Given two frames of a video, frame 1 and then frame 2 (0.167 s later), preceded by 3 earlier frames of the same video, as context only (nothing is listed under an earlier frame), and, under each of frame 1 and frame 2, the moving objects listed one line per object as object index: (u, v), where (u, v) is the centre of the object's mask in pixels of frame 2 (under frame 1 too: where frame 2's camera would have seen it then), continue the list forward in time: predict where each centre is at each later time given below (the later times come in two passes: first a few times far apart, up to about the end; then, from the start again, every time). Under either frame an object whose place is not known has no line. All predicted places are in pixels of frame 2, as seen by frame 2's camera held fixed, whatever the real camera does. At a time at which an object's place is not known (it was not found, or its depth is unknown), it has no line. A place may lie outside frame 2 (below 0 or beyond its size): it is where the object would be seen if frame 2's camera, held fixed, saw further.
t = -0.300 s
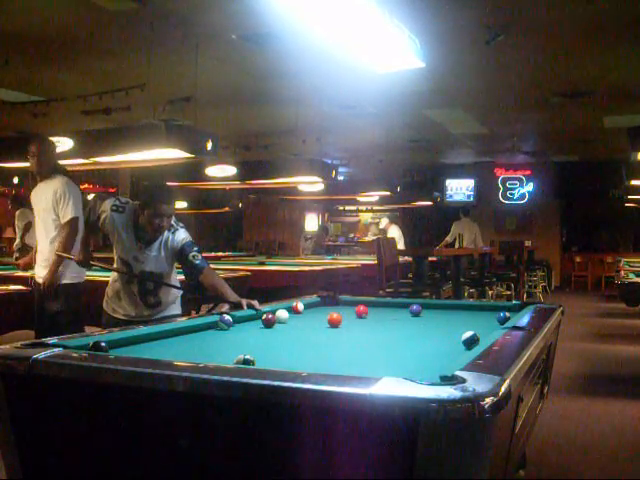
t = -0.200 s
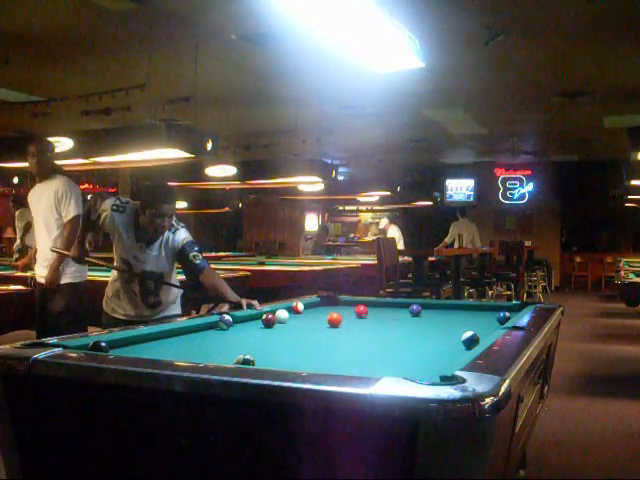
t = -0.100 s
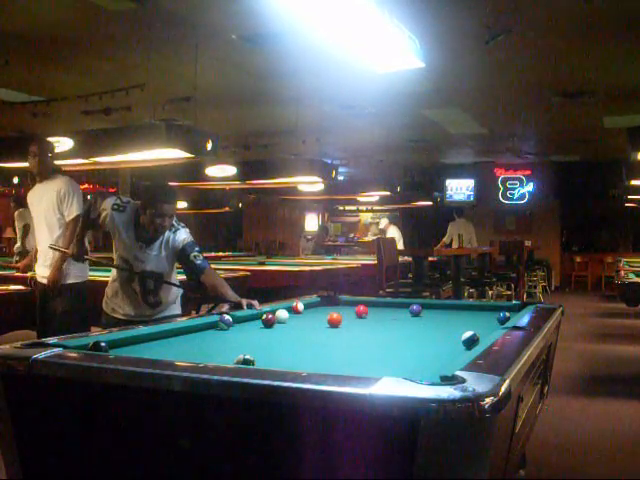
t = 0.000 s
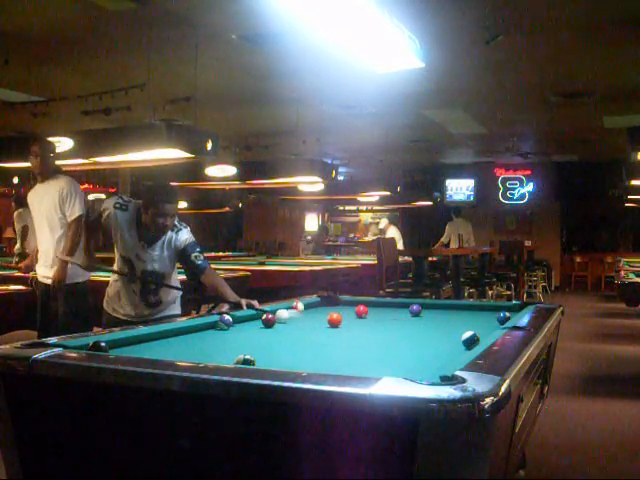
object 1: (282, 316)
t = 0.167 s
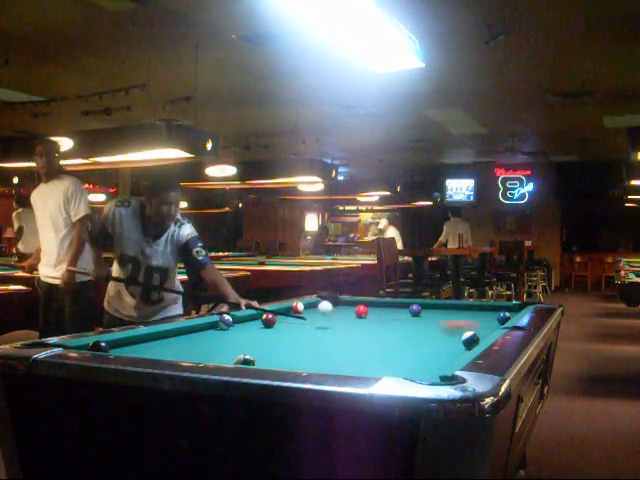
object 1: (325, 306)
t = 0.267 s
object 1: (330, 319)
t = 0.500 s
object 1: (350, 325)
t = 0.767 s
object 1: (373, 328)
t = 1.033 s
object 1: (398, 332)
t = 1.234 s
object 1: (416, 335)
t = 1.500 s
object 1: (440, 338)
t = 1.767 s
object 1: (458, 342)
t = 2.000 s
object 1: (466, 343)
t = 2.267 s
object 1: (465, 345)
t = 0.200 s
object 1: (326, 311)
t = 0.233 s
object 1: (327, 319)
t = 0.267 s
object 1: (330, 319)
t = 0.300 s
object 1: (332, 319)
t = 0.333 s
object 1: (335, 322)
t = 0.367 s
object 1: (338, 322)
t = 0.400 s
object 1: (341, 323)
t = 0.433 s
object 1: (344, 324)
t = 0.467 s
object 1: (347, 324)
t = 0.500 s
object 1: (350, 325)
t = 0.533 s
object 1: (353, 325)
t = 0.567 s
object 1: (356, 326)
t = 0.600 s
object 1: (359, 326)
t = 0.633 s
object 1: (362, 326)
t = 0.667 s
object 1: (365, 327)
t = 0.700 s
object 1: (368, 328)
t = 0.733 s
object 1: (370, 328)
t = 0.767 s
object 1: (373, 328)
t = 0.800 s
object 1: (377, 329)
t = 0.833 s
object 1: (379, 329)
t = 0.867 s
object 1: (383, 330)
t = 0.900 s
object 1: (385, 330)
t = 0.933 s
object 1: (389, 330)
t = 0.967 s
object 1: (392, 331)
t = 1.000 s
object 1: (395, 331)
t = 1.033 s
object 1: (398, 332)
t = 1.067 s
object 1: (401, 332)
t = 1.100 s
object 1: (404, 333)
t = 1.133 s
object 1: (407, 333)
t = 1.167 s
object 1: (410, 334)
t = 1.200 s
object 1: (413, 334)
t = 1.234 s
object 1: (416, 335)
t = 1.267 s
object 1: (419, 335)
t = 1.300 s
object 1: (422, 336)
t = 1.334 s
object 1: (425, 336)
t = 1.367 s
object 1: (428, 337)
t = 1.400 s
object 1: (431, 337)
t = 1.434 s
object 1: (434, 337)
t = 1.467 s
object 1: (437, 338)
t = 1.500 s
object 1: (440, 338)
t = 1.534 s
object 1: (443, 339)
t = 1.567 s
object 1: (446, 339)
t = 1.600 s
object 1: (449, 340)
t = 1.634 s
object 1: (452, 340)
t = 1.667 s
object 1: (454, 341)
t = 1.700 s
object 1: (455, 341)
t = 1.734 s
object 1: (456, 342)
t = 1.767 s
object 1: (458, 342)
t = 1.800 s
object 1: (459, 342)
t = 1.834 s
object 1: (461, 343)
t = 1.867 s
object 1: (462, 343)
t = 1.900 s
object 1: (463, 343)
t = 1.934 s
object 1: (464, 343)
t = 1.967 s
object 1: (465, 344)
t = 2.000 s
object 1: (466, 343)
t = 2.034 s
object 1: (467, 343)
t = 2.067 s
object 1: (468, 344)
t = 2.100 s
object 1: (469, 343)
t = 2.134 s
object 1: (469, 344)
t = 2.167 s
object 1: (467, 344)
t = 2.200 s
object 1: (467, 344)
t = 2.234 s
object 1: (466, 345)
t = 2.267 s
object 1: (465, 345)
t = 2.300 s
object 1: (464, 346)
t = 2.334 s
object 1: (463, 346)
